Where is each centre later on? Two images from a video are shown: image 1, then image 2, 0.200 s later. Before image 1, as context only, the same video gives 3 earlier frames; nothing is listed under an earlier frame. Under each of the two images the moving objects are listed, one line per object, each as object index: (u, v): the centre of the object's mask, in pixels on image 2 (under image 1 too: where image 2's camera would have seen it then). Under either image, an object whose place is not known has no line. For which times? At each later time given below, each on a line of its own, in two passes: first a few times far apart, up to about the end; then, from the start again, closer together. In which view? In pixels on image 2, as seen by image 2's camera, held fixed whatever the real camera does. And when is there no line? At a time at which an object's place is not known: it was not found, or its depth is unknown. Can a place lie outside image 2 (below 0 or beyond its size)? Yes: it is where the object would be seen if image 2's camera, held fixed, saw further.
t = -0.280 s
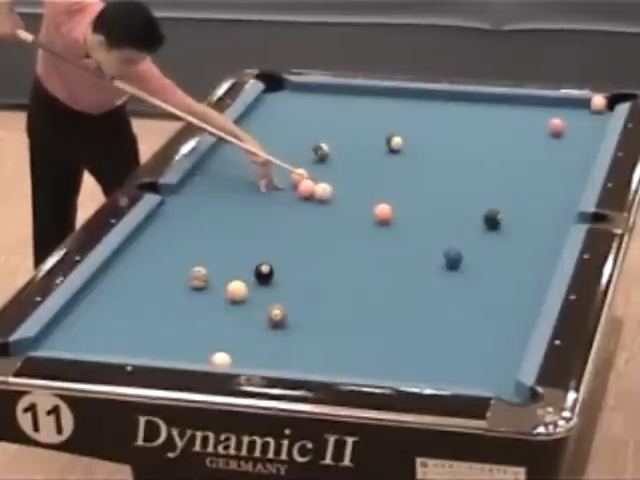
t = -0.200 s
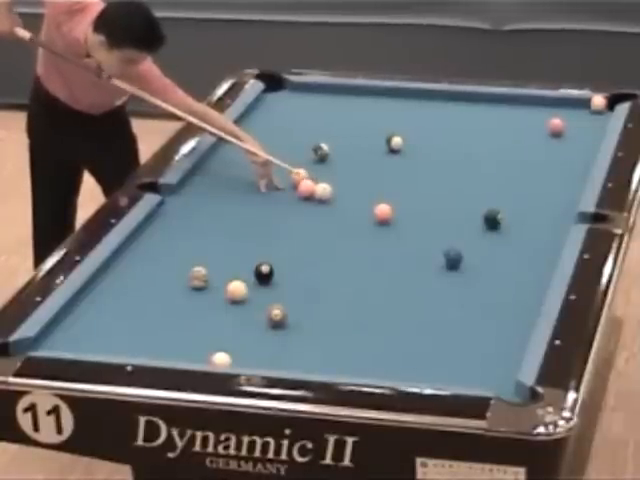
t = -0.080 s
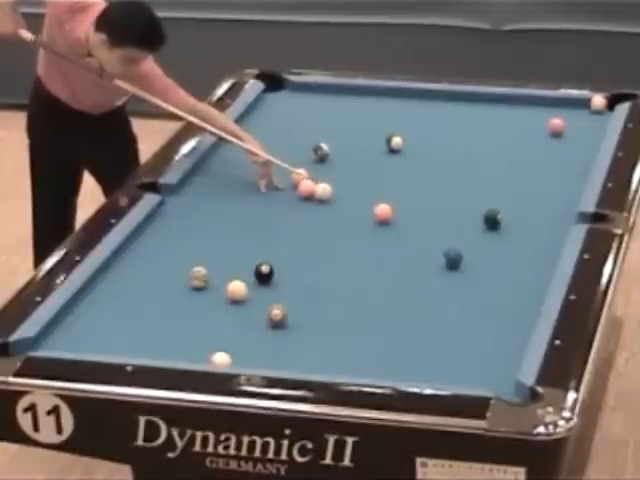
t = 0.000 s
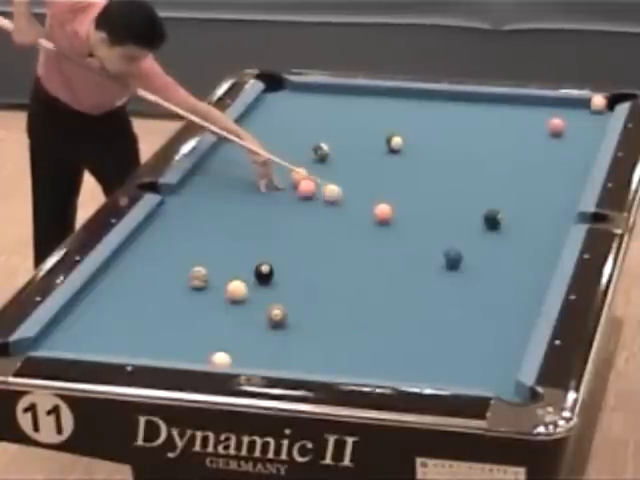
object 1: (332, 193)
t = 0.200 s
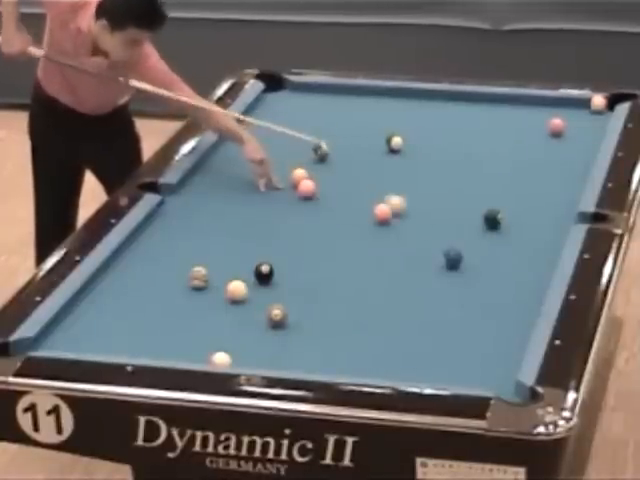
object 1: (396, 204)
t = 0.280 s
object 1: (421, 209)
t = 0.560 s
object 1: (478, 224)
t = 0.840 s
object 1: (497, 239)
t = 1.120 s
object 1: (515, 253)
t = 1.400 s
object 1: (532, 267)
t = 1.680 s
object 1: (540, 278)
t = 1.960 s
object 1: (526, 285)
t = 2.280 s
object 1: (512, 292)
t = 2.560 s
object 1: (501, 298)
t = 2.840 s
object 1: (490, 303)
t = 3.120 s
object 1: (482, 307)
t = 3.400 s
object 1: (475, 311)
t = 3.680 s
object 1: (469, 315)
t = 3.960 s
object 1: (465, 316)
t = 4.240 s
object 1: (462, 318)
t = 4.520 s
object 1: (460, 318)
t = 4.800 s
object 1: (459, 318)
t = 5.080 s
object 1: (459, 318)
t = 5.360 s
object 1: (460, 318)
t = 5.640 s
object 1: (460, 318)
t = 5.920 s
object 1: (460, 318)
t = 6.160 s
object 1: (460, 318)
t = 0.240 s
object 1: (409, 207)
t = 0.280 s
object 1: (421, 209)
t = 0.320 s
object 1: (434, 212)
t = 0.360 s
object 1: (446, 214)
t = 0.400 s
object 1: (459, 216)
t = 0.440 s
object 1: (471, 218)
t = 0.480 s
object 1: (474, 220)
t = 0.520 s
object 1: (475, 222)
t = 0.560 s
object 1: (478, 224)
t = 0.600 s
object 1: (481, 227)
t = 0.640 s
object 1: (484, 229)
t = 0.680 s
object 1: (486, 231)
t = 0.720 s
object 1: (489, 233)
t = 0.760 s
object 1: (492, 235)
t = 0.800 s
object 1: (494, 237)
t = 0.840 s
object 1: (497, 239)
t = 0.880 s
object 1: (499, 241)
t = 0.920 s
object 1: (502, 243)
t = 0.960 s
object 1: (505, 245)
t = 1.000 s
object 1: (507, 247)
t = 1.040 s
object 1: (510, 249)
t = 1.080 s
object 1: (512, 251)
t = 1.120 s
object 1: (515, 253)
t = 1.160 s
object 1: (517, 255)
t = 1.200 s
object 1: (520, 257)
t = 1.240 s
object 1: (522, 259)
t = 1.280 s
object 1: (525, 261)
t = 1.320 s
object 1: (527, 263)
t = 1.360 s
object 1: (530, 265)
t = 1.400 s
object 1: (532, 267)
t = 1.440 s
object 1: (535, 268)
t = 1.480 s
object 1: (537, 271)
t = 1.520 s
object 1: (539, 272)
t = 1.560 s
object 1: (541, 274)
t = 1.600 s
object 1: (542, 276)
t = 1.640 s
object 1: (541, 277)
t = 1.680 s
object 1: (540, 278)
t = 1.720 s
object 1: (538, 279)
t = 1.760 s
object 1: (536, 280)
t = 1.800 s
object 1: (534, 281)
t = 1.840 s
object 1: (532, 282)
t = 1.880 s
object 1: (530, 283)
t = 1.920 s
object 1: (528, 285)
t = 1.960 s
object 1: (526, 285)
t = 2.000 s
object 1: (524, 286)
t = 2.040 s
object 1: (522, 287)
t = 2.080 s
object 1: (521, 288)
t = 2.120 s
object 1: (519, 288)
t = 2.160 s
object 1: (517, 290)
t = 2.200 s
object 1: (515, 290)
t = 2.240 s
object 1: (513, 292)
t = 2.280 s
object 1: (512, 292)
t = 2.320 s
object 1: (510, 293)
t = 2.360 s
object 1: (509, 294)
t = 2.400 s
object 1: (507, 295)
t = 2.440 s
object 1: (505, 295)
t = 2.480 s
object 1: (504, 296)
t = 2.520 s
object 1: (502, 297)
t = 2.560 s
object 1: (501, 298)
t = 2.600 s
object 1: (499, 298)
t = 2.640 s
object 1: (498, 299)
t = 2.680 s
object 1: (496, 300)
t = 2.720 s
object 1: (495, 300)
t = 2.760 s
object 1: (493, 301)
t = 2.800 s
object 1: (492, 302)
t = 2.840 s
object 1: (490, 303)
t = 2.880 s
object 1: (489, 304)
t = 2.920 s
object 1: (488, 304)
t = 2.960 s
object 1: (487, 305)
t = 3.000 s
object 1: (485, 305)
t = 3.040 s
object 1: (484, 306)
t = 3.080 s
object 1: (483, 307)
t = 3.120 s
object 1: (482, 307)
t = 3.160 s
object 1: (481, 308)
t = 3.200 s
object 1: (480, 308)
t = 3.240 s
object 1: (479, 309)
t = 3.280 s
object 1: (478, 310)
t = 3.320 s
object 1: (477, 310)
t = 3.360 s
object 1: (476, 311)
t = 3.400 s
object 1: (475, 311)
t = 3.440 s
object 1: (474, 312)
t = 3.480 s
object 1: (473, 312)
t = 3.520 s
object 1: (473, 312)
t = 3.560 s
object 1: (472, 313)
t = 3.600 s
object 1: (471, 313)
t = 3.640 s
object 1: (470, 314)
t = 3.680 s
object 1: (469, 315)
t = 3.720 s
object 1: (468, 314)
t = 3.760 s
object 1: (468, 315)
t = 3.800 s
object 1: (467, 315)
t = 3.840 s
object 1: (467, 315)
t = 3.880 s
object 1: (466, 316)
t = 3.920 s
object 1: (466, 316)
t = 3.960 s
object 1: (465, 316)
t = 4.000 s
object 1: (464, 316)
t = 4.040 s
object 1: (464, 317)
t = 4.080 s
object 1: (464, 317)
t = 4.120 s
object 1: (463, 317)
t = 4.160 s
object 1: (463, 317)
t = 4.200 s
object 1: (462, 317)
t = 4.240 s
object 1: (462, 318)
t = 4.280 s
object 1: (462, 318)
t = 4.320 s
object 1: (461, 318)
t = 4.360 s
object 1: (461, 318)
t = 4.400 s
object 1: (461, 318)
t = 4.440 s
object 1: (461, 318)
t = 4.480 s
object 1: (460, 318)
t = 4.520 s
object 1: (460, 318)
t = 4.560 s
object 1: (460, 318)
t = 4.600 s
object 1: (460, 318)
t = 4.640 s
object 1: (460, 318)
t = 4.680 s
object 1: (460, 318)
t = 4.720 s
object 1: (459, 319)
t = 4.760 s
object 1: (459, 318)
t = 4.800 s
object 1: (459, 318)
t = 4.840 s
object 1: (459, 318)
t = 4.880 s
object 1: (459, 318)
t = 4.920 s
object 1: (459, 319)
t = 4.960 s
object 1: (459, 318)
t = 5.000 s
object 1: (459, 318)
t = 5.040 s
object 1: (459, 318)
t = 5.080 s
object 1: (459, 318)
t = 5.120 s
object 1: (460, 318)
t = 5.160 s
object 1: (460, 318)
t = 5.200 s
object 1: (460, 318)
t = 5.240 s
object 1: (460, 318)
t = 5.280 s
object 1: (460, 318)
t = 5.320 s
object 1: (460, 318)
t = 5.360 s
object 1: (460, 318)
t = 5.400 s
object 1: (459, 318)
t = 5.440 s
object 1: (460, 318)
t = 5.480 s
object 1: (460, 318)
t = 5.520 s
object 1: (460, 318)
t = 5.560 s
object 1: (460, 318)
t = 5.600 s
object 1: (460, 318)
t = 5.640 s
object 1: (460, 318)
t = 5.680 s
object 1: (460, 318)
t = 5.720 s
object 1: (460, 318)
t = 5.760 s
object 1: (460, 318)
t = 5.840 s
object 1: (460, 318)
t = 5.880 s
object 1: (460, 318)
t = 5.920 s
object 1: (460, 318)
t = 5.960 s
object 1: (460, 318)
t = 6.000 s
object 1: (460, 318)
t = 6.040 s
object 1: (460, 318)
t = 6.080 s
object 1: (460, 318)
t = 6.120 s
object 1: (460, 318)
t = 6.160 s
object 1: (460, 318)
